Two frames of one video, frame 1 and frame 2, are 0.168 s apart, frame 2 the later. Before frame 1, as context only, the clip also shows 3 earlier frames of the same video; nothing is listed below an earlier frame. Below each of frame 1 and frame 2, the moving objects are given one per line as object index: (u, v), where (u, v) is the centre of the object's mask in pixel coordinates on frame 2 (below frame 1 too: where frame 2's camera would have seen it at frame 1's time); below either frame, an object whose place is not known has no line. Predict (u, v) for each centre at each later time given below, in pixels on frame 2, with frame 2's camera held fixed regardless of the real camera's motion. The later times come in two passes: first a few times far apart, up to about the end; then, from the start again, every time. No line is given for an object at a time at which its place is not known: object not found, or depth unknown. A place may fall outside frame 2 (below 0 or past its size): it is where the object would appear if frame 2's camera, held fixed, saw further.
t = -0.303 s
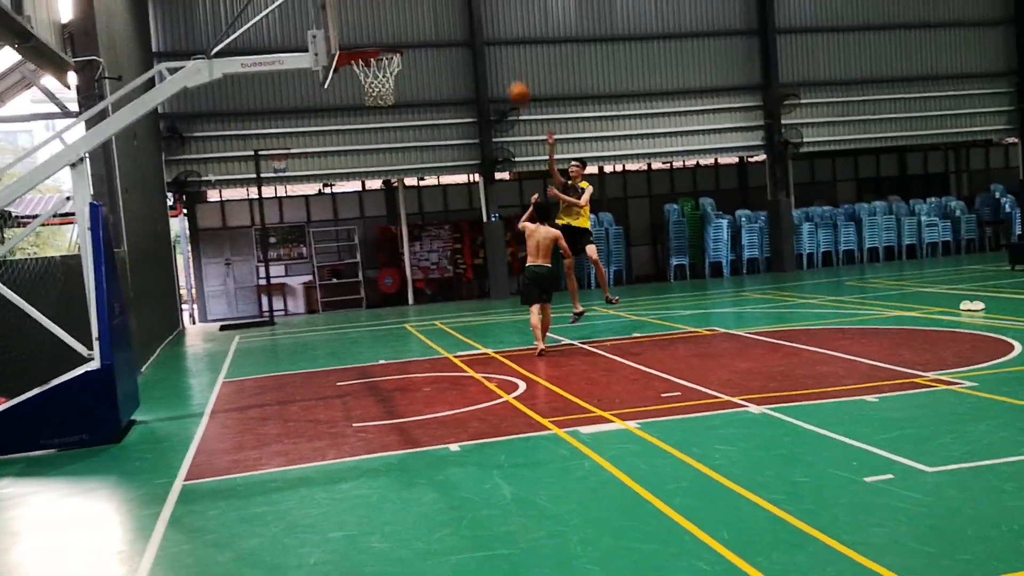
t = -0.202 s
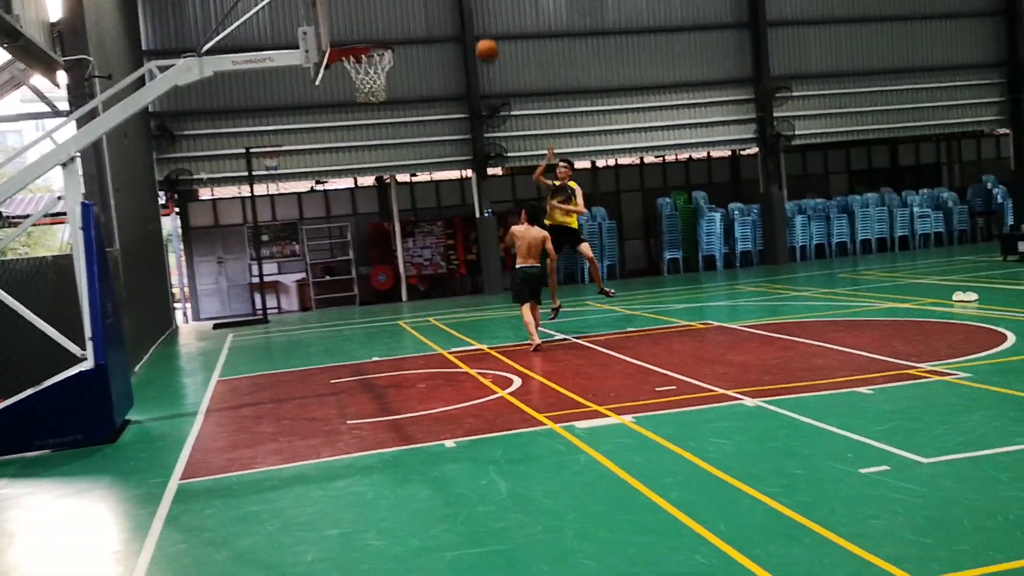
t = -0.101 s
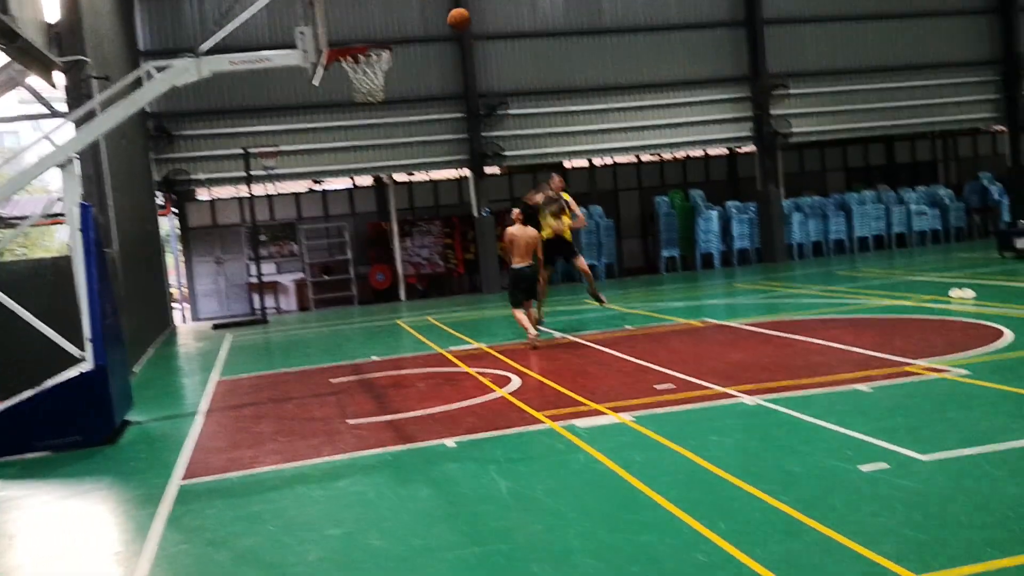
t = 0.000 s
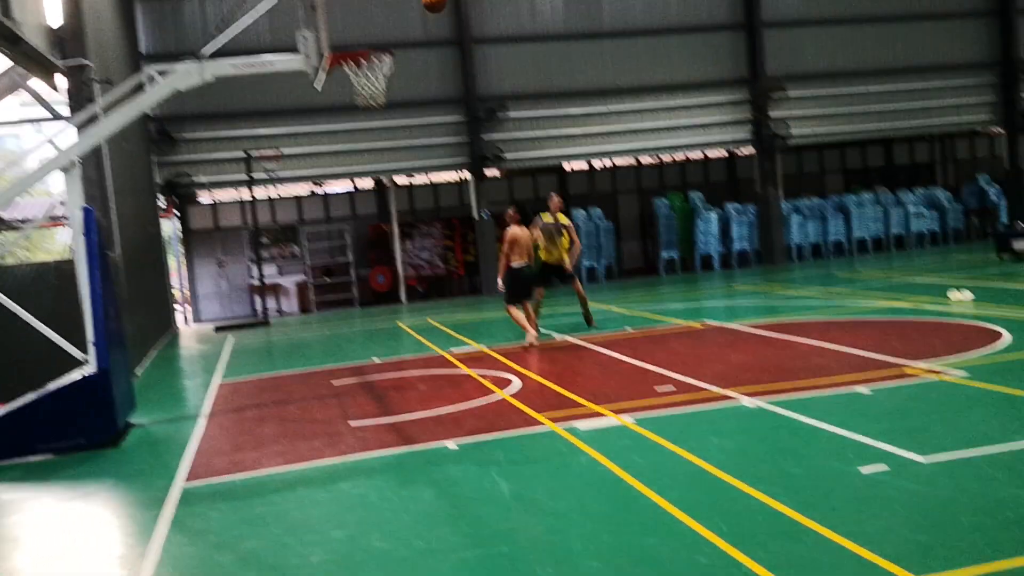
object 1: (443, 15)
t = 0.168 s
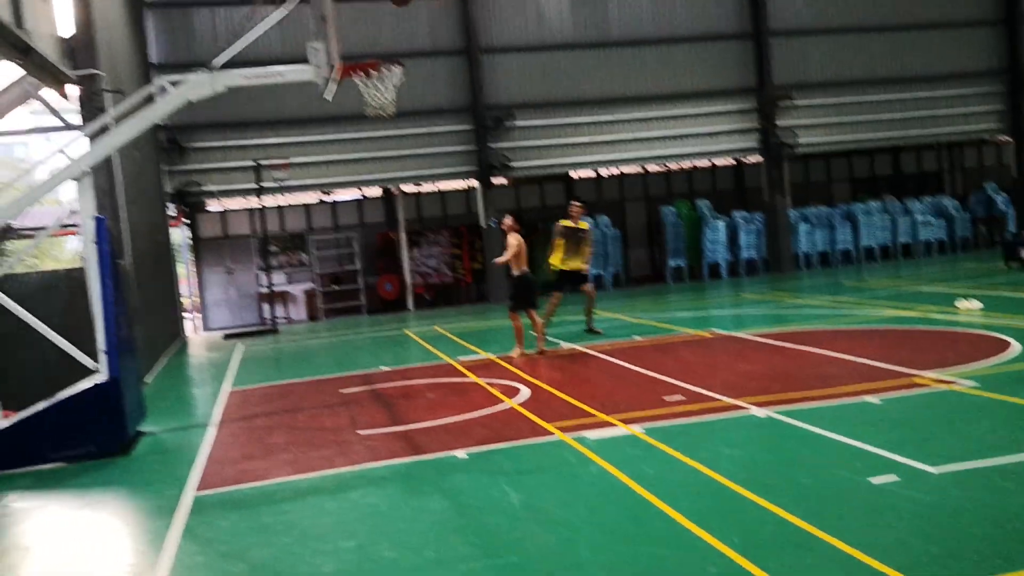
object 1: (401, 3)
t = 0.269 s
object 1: (374, 0)
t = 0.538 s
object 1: (374, 44)
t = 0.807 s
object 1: (391, 65)
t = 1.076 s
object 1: (368, 96)
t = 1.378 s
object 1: (394, 119)
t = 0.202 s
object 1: (392, 1)
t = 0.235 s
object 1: (384, 0)
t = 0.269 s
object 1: (374, 0)
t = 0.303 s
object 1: (365, 1)
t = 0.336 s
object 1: (356, 4)
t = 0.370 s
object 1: (347, 10)
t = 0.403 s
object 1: (342, 16)
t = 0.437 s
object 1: (344, 22)
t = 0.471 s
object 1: (351, 29)
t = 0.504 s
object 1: (363, 36)
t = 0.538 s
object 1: (374, 44)
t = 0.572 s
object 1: (384, 48)
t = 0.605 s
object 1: (388, 54)
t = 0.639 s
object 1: (379, 54)
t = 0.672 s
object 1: (368, 55)
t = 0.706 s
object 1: (364, 55)
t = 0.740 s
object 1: (374, 62)
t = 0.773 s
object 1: (381, 54)
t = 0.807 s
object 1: (391, 65)
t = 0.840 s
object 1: (390, 67)
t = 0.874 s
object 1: (387, 74)
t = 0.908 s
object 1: (380, 79)
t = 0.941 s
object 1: (373, 81)
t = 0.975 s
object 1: (369, 83)
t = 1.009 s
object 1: (369, 92)
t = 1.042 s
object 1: (368, 94)
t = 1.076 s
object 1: (368, 96)
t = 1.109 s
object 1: (369, 97)
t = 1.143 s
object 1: (372, 97)
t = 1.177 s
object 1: (375, 98)
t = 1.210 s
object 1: (378, 101)
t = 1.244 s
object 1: (381, 103)
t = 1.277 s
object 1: (384, 106)
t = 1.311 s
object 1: (388, 109)
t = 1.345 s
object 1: (391, 113)
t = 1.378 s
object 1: (394, 119)
